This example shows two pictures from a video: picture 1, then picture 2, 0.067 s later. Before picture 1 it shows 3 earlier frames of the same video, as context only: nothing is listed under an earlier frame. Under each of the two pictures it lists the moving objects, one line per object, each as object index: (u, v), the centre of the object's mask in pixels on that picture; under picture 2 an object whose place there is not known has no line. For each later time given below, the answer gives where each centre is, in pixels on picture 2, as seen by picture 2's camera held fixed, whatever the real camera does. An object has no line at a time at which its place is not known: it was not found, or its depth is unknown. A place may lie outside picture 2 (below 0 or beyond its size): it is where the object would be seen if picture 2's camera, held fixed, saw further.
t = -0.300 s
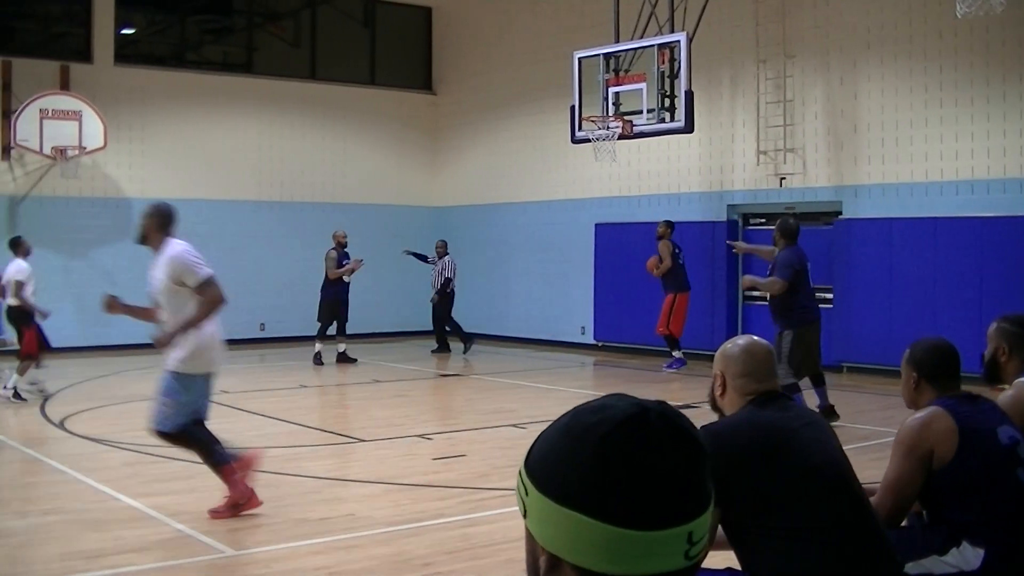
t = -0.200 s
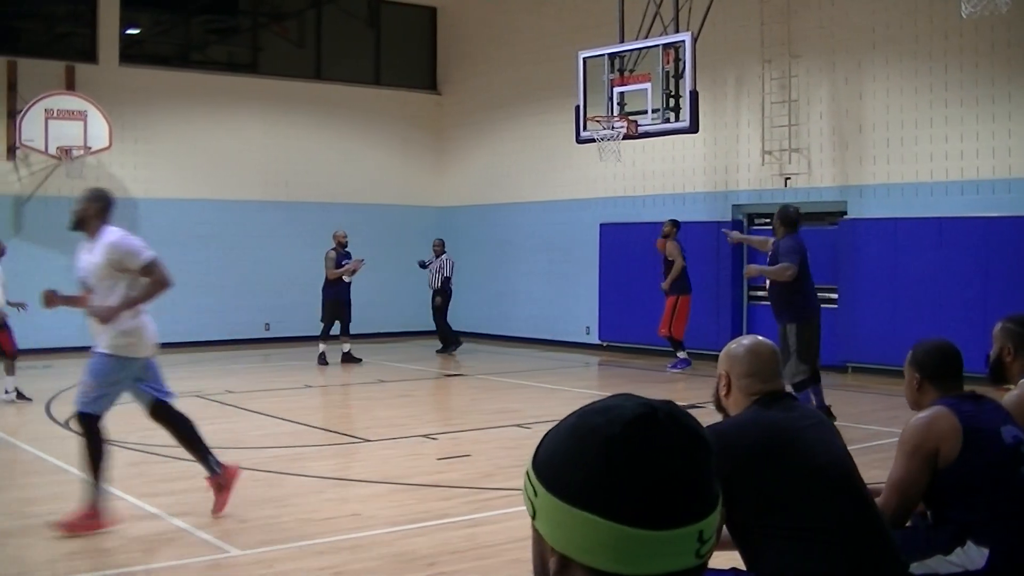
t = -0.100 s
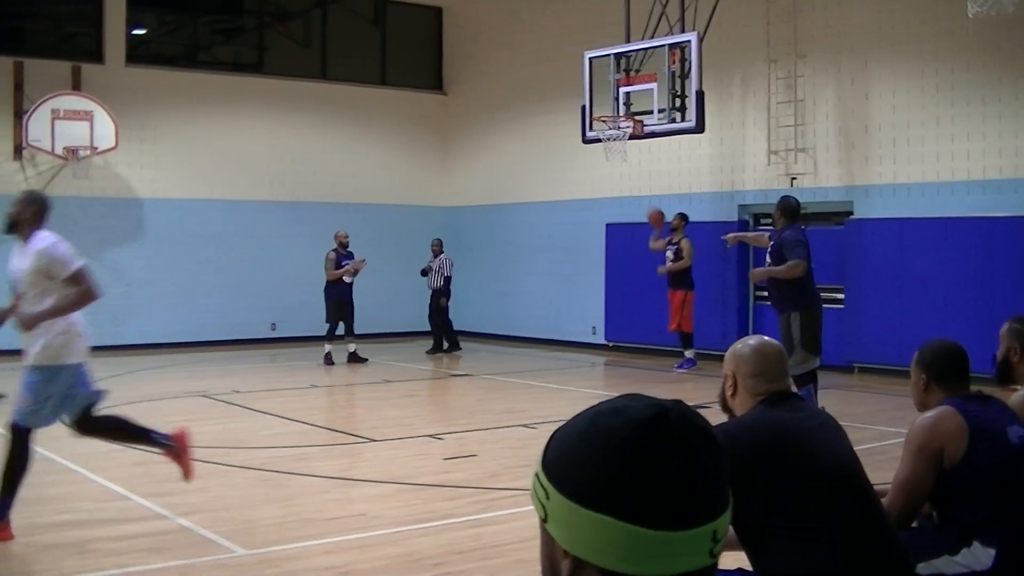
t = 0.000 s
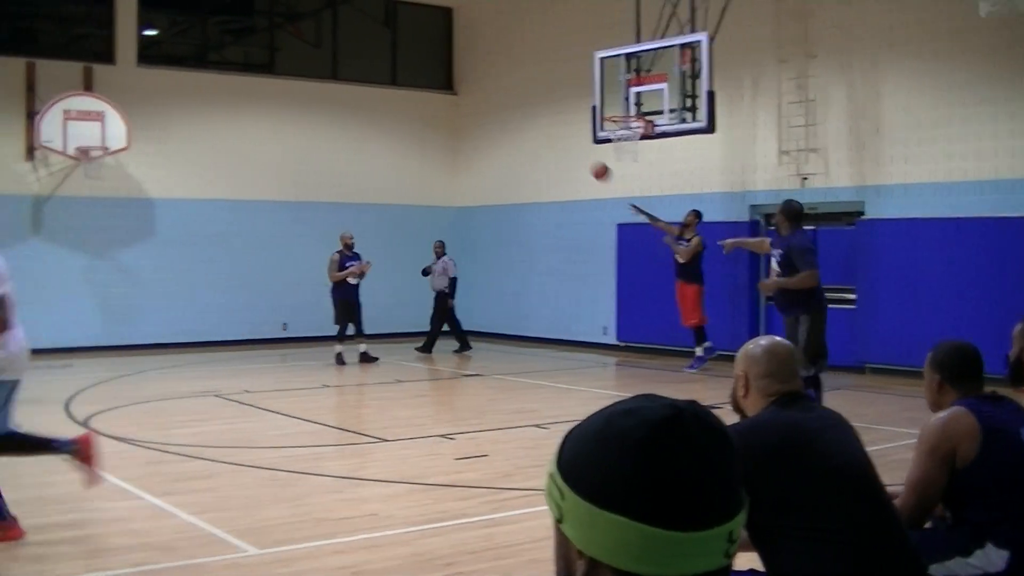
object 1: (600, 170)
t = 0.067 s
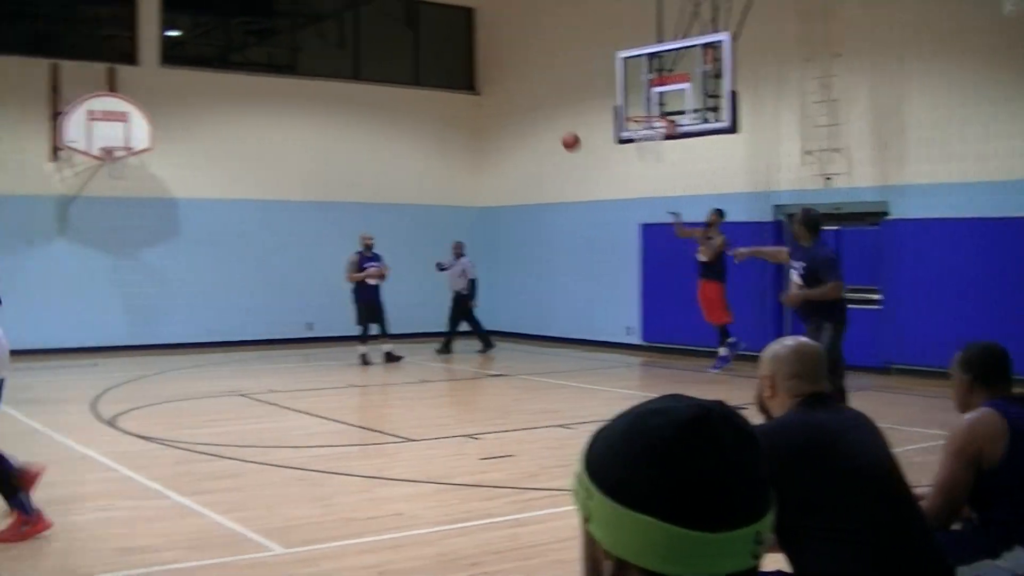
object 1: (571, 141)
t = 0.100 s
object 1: (547, 126)
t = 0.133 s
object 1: (523, 112)
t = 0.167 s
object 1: (498, 98)
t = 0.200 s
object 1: (474, 86)
